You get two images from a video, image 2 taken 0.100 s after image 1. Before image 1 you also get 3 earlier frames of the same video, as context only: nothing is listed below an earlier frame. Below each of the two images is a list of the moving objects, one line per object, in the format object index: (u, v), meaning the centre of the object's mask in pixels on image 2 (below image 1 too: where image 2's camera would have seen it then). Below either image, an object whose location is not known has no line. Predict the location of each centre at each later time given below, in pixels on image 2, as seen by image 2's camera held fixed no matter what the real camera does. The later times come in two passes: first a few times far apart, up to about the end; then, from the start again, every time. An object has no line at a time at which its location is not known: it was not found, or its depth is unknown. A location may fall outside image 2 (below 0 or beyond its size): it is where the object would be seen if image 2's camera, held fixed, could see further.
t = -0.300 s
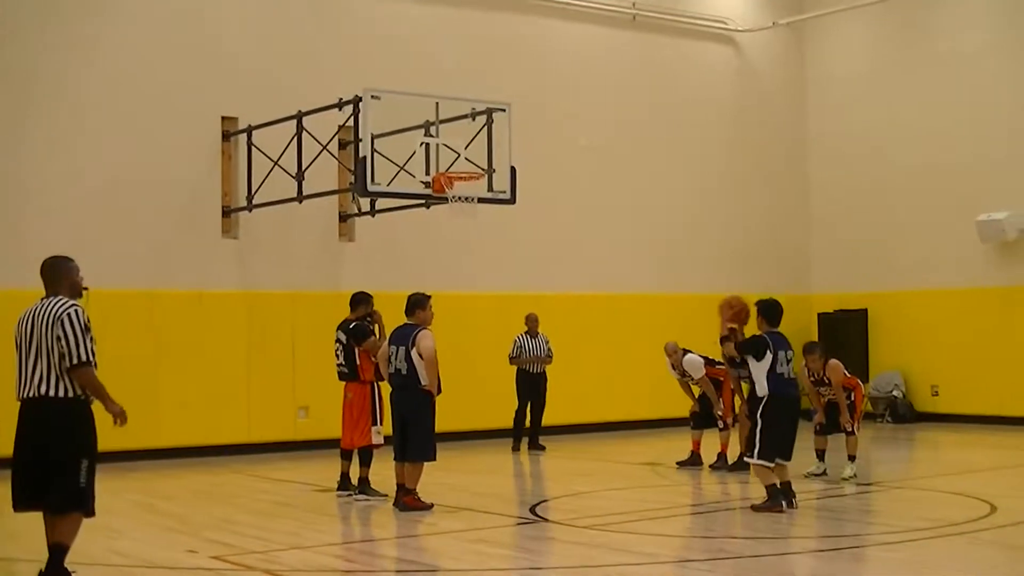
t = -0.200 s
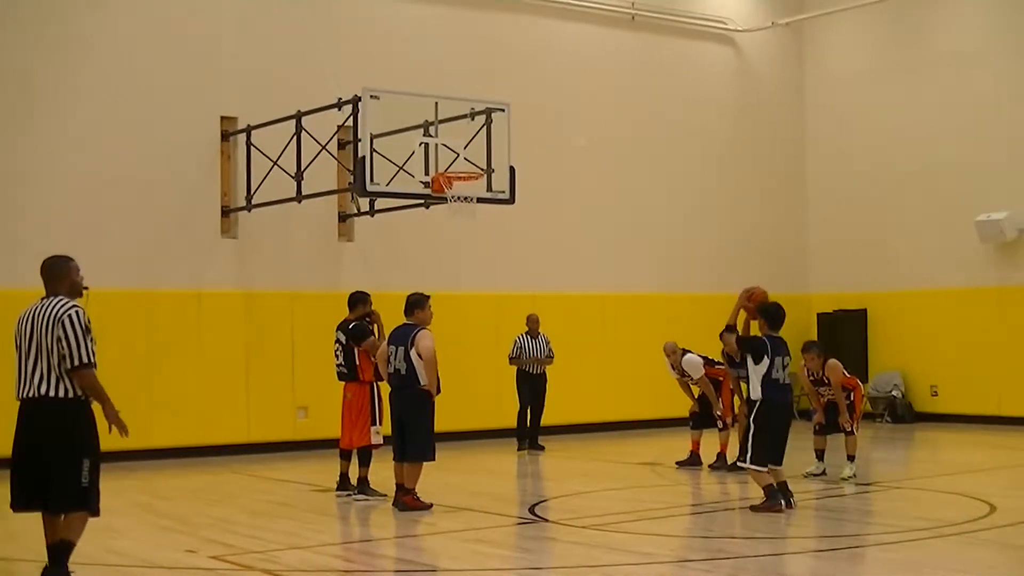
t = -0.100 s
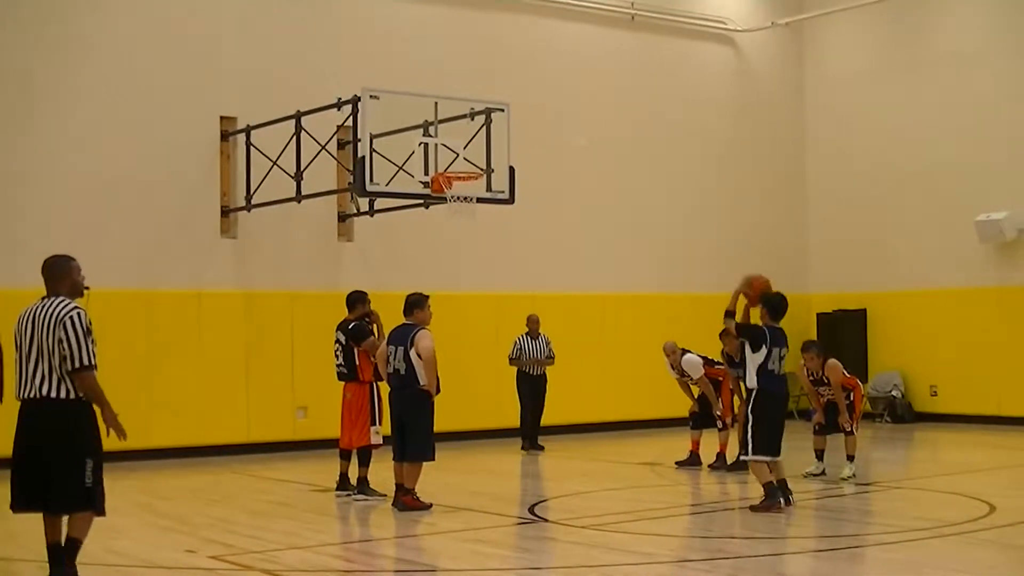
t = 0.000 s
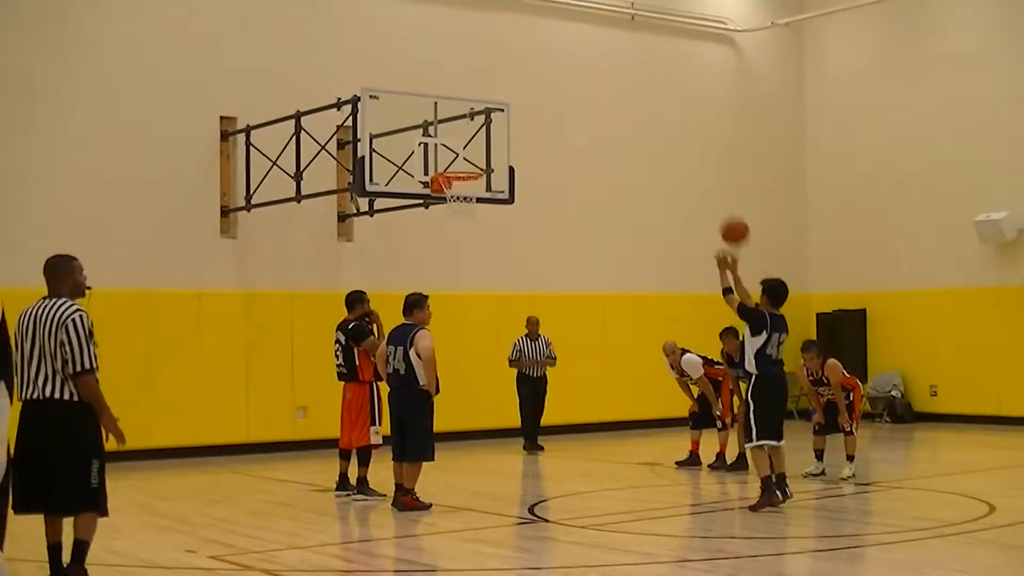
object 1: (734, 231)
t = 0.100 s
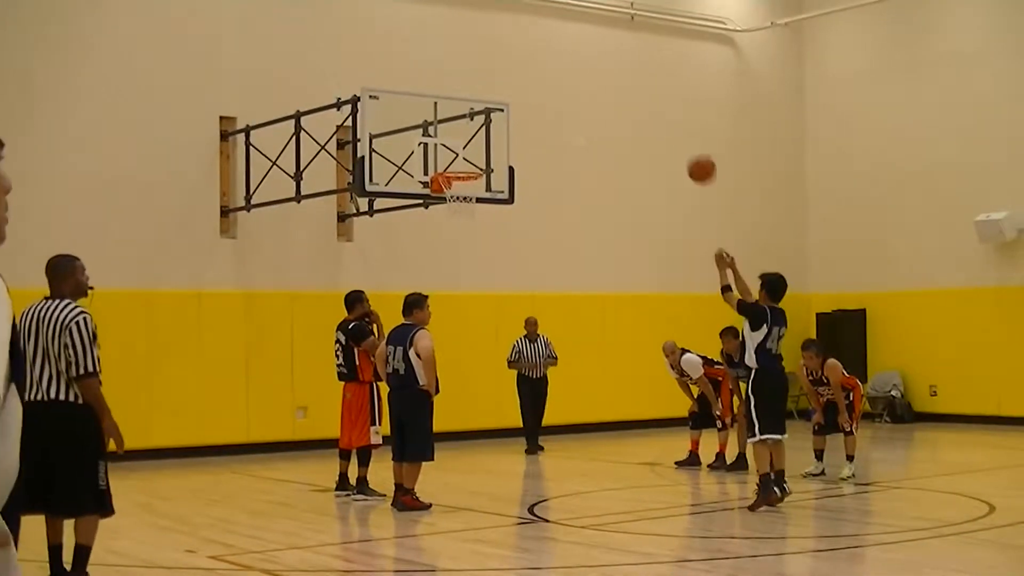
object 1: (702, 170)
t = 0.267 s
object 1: (651, 98)
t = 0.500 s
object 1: (590, 57)
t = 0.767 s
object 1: (530, 81)
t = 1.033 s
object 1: (479, 162)
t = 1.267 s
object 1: (467, 144)
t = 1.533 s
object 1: (476, 160)
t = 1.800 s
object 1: (508, 172)
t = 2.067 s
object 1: (540, 239)
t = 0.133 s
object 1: (691, 152)
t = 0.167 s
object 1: (681, 136)
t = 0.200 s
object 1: (671, 122)
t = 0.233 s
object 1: (661, 109)
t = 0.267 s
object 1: (651, 98)
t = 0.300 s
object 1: (642, 88)
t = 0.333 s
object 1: (633, 80)
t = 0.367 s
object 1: (624, 73)
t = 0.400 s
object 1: (615, 67)
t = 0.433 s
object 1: (607, 63)
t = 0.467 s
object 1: (598, 59)
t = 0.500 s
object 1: (590, 57)
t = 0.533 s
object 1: (582, 57)
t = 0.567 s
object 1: (574, 57)
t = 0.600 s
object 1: (566, 58)
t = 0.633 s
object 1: (559, 61)
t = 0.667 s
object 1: (551, 64)
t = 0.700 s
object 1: (544, 69)
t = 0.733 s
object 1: (537, 75)
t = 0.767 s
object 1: (530, 81)
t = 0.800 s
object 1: (523, 89)
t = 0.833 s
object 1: (516, 98)
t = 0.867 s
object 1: (509, 107)
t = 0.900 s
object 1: (502, 118)
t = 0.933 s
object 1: (496, 130)
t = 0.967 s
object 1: (490, 143)
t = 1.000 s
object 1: (483, 156)
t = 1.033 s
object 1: (479, 162)
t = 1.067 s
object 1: (477, 157)
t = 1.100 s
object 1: (475, 152)
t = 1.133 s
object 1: (474, 148)
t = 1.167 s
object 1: (472, 146)
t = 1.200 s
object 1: (470, 145)
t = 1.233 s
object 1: (468, 144)
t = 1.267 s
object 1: (467, 144)
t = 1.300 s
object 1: (465, 146)
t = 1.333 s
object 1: (464, 149)
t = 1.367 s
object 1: (463, 150)
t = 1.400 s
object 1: (466, 150)
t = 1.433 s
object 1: (468, 151)
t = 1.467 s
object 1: (471, 153)
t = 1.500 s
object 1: (474, 156)
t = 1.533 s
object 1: (476, 160)
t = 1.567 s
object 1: (479, 164)
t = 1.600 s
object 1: (483, 164)
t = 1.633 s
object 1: (487, 163)
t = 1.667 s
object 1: (491, 163)
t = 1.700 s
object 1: (496, 164)
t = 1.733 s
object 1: (499, 165)
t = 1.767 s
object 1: (503, 168)
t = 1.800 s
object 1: (508, 172)
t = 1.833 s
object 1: (512, 177)
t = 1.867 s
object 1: (516, 182)
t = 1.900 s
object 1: (520, 189)
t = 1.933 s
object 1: (524, 197)
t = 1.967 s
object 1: (528, 206)
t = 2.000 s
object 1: (532, 216)
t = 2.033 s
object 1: (536, 227)
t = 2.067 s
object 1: (540, 239)
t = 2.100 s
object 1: (544, 252)
